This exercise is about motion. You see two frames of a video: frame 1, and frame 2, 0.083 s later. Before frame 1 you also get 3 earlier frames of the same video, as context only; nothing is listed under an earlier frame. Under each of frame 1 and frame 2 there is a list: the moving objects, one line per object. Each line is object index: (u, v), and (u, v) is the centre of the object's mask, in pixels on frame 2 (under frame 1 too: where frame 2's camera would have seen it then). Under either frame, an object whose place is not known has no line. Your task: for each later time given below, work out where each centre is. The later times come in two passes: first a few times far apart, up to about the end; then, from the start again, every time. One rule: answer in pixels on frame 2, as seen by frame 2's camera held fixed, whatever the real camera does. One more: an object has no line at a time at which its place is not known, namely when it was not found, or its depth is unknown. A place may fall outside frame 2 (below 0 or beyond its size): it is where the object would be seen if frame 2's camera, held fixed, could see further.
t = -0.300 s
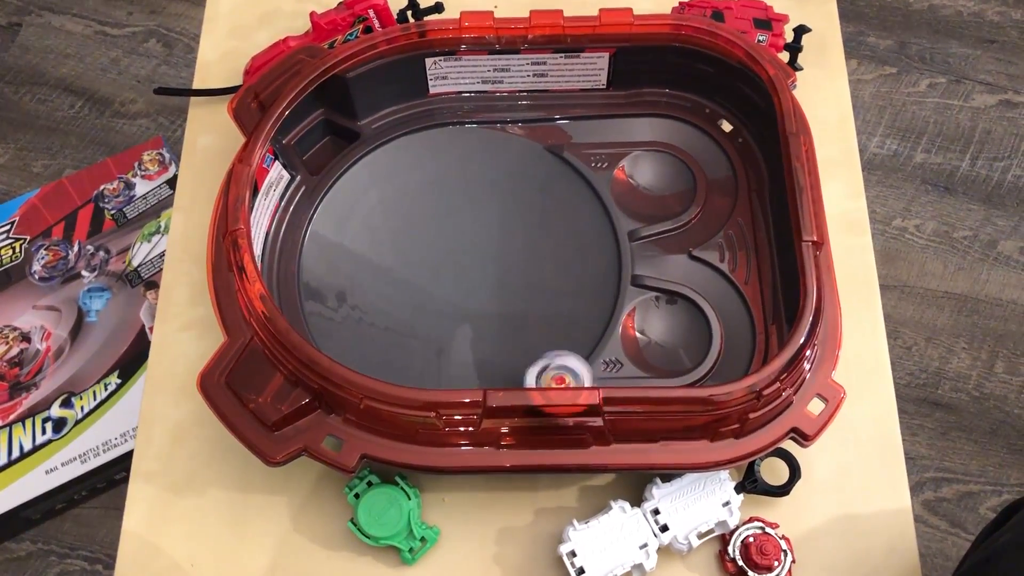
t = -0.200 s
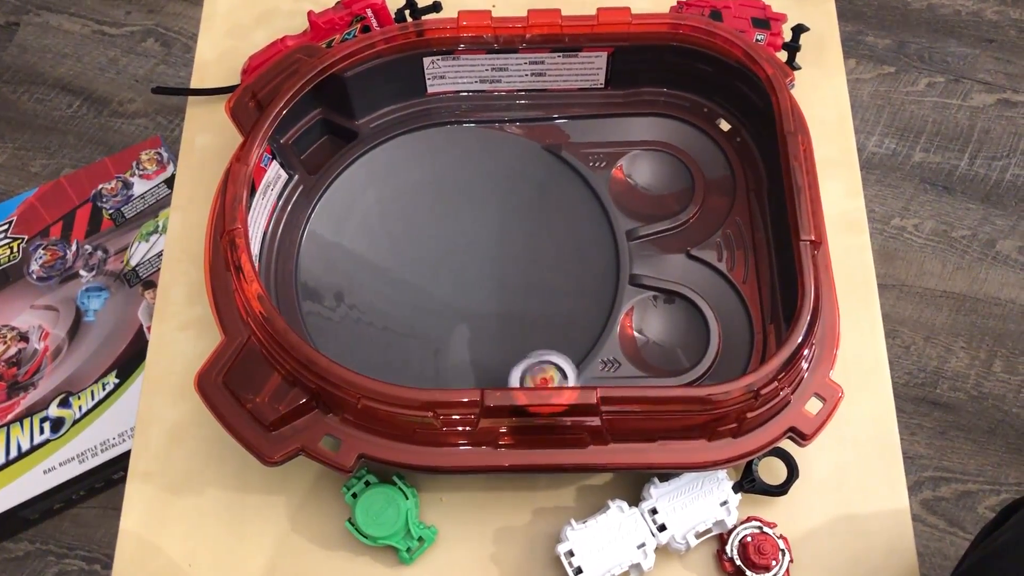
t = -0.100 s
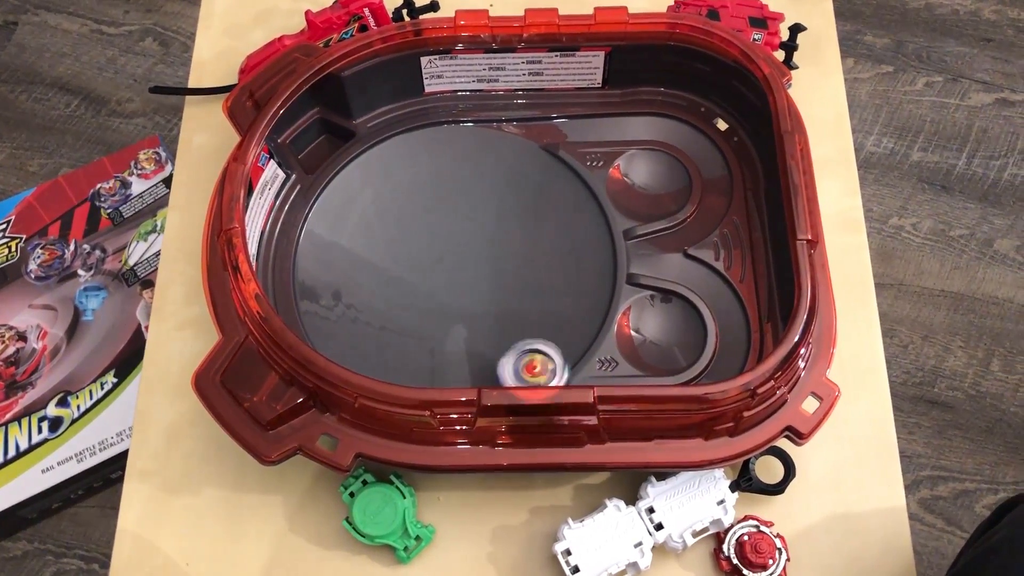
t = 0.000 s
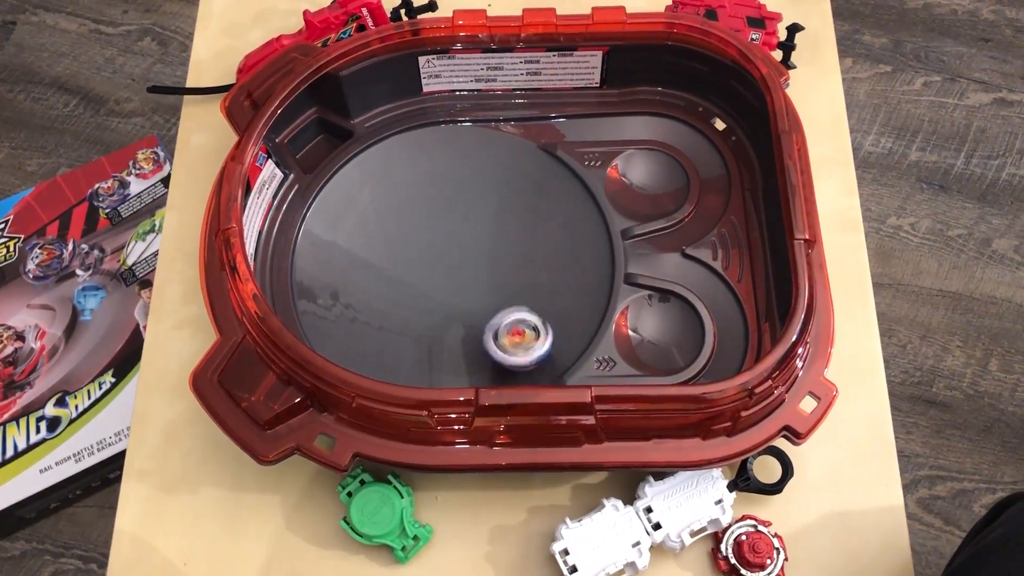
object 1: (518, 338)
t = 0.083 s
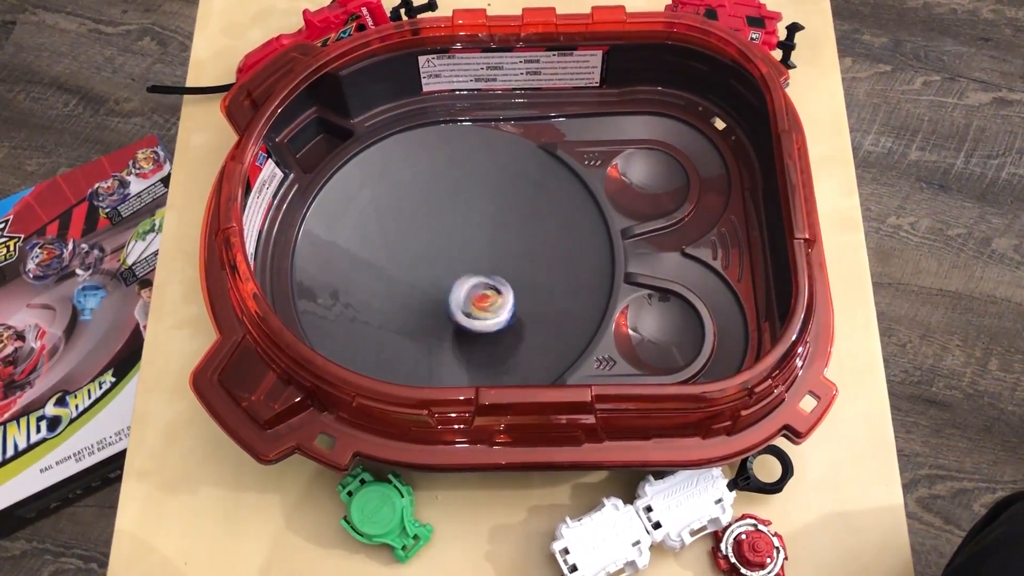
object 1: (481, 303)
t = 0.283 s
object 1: (364, 256)
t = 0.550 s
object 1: (324, 282)
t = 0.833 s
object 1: (447, 220)
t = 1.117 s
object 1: (447, 150)
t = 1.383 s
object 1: (480, 231)
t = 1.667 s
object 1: (550, 258)
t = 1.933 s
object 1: (505, 272)
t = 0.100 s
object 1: (473, 296)
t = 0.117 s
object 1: (464, 291)
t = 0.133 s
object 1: (455, 286)
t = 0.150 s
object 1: (445, 281)
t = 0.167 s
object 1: (435, 275)
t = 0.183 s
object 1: (424, 271)
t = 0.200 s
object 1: (415, 267)
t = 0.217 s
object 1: (404, 263)
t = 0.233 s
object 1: (394, 260)
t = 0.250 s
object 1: (385, 257)
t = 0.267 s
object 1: (374, 257)
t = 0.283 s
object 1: (364, 256)
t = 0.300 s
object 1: (356, 254)
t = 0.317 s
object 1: (346, 255)
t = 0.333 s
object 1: (339, 255)
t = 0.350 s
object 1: (332, 257)
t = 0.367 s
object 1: (325, 258)
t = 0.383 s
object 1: (321, 260)
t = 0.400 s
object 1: (317, 263)
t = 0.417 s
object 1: (313, 265)
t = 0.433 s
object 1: (312, 267)
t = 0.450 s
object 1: (311, 270)
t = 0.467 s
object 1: (311, 272)
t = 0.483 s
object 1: (313, 275)
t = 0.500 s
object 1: (313, 277)
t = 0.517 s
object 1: (316, 279)
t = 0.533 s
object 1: (320, 281)
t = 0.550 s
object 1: (324, 282)
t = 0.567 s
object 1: (329, 284)
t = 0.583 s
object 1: (335, 285)
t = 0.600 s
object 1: (341, 285)
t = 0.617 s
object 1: (349, 284)
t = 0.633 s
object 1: (356, 284)
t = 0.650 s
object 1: (365, 281)
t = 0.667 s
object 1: (374, 279)
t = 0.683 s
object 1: (383, 276)
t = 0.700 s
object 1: (391, 272)
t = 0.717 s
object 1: (401, 266)
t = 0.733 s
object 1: (408, 261)
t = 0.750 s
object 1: (416, 255)
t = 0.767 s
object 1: (424, 249)
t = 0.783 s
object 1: (430, 243)
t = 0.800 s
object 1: (437, 234)
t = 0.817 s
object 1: (443, 227)
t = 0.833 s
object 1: (447, 220)
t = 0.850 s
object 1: (451, 211)
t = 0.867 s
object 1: (455, 203)
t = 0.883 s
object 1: (458, 194)
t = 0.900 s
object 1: (459, 187)
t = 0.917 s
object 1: (461, 180)
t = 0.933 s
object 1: (460, 174)
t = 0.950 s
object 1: (461, 167)
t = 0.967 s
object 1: (460, 162)
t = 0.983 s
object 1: (459, 157)
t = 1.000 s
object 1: (458, 154)
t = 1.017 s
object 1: (456, 151)
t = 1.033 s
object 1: (455, 148)
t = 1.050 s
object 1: (453, 147)
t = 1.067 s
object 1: (452, 147)
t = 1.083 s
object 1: (450, 147)
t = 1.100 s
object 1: (449, 148)
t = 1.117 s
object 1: (447, 150)
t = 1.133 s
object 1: (446, 152)
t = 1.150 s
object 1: (446, 154)
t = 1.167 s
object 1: (445, 158)
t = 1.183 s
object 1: (444, 161)
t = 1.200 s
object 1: (445, 166)
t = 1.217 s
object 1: (445, 172)
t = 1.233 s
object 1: (446, 177)
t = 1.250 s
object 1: (449, 183)
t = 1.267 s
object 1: (451, 190)
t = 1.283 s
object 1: (454, 196)
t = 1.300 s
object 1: (458, 202)
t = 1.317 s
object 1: (462, 208)
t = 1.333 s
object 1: (465, 215)
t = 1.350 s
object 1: (470, 219)
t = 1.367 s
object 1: (476, 226)
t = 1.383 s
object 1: (480, 231)
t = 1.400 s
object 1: (486, 236)
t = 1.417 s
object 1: (491, 241)
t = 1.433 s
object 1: (497, 245)
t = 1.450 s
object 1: (502, 249)
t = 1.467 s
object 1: (508, 252)
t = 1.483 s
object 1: (513, 256)
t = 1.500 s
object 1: (518, 258)
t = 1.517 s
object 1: (524, 260)
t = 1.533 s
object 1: (528, 262)
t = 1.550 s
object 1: (532, 262)
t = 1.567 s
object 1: (537, 263)
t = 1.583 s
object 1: (540, 263)
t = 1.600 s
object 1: (544, 262)
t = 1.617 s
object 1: (547, 262)
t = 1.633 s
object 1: (548, 261)
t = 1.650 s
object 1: (549, 259)
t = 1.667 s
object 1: (550, 258)
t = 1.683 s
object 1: (549, 258)
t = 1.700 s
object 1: (549, 257)
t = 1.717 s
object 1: (549, 256)
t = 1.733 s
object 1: (547, 257)
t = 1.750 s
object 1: (546, 256)
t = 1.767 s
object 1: (544, 255)
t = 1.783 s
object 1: (542, 255)
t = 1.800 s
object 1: (539, 255)
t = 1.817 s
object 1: (536, 255)
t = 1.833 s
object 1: (533, 256)
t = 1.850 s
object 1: (528, 258)
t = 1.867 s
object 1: (524, 259)
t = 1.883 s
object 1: (520, 262)
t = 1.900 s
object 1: (515, 265)
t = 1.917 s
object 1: (510, 269)
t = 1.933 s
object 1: (505, 272)
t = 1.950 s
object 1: (501, 276)
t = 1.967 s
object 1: (496, 280)
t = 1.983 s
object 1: (493, 284)
